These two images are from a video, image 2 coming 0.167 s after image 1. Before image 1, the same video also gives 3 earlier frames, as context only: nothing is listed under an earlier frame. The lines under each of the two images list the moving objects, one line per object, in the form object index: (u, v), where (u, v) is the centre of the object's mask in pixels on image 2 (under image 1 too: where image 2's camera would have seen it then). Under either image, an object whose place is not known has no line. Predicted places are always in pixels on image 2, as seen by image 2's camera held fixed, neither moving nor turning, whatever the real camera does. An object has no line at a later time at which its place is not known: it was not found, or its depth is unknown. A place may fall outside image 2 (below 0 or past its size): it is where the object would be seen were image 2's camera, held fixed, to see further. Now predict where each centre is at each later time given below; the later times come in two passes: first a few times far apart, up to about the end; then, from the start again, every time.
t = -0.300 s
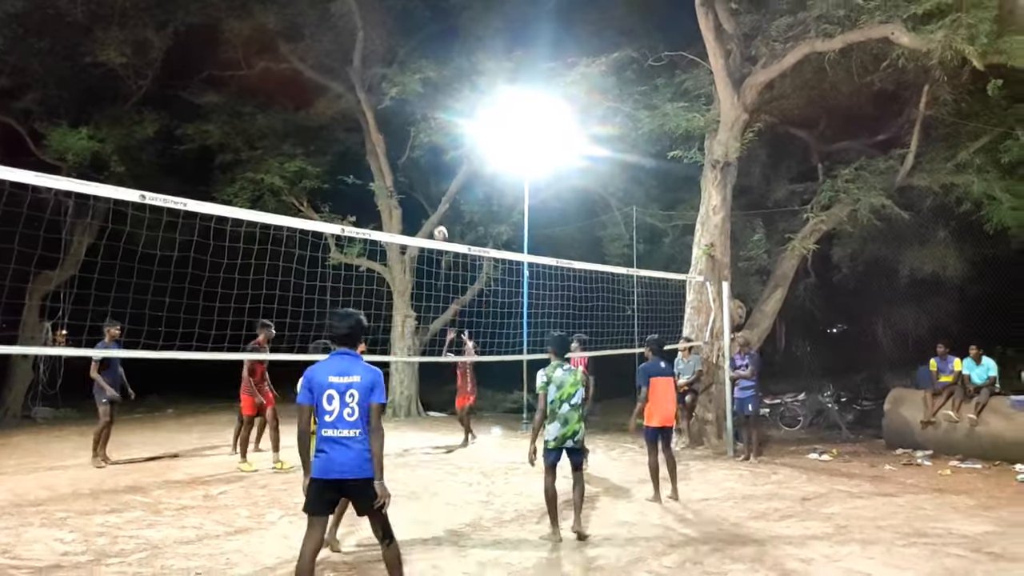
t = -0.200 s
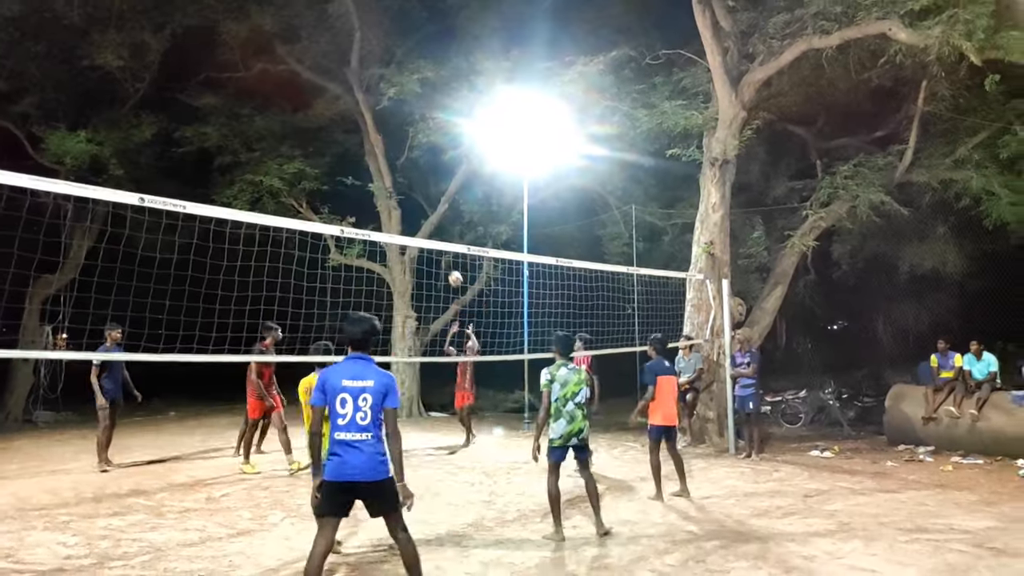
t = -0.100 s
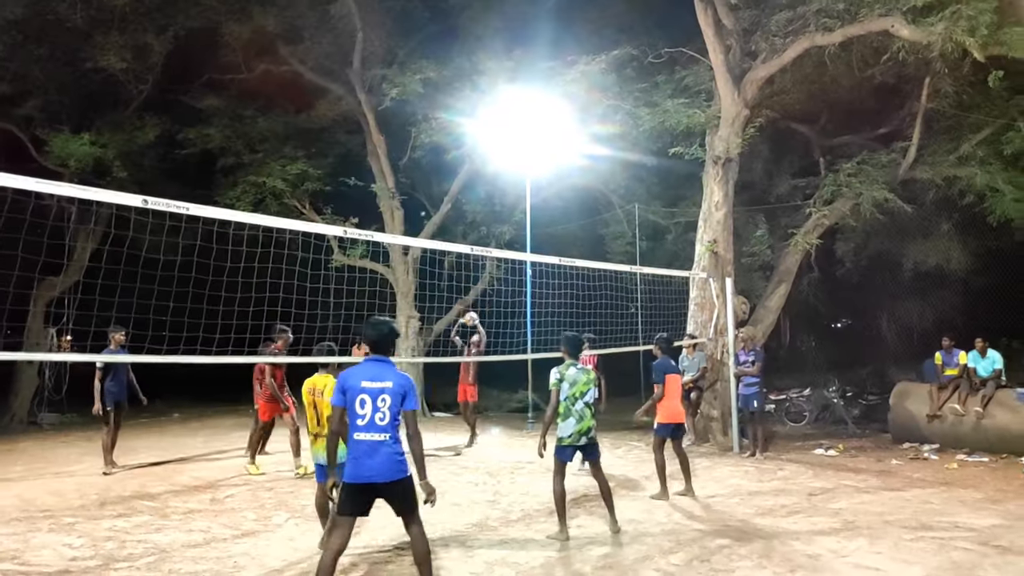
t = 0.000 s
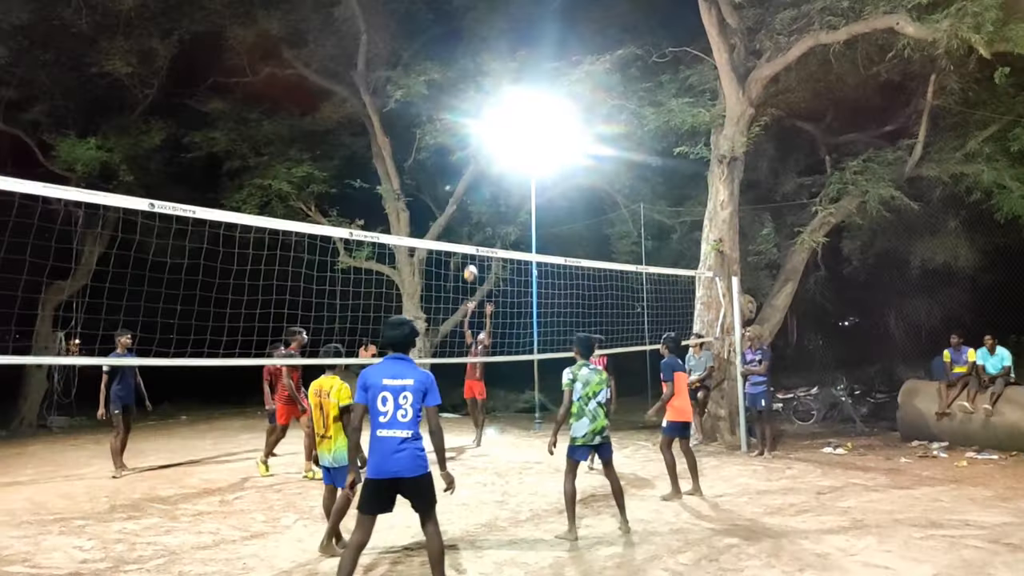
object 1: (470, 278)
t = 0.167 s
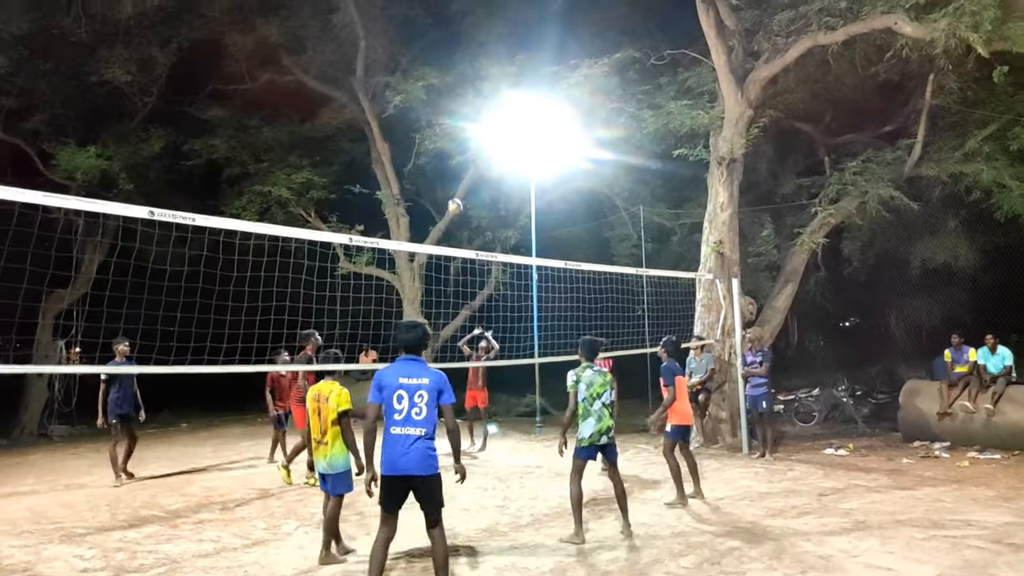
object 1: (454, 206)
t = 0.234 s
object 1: (448, 182)
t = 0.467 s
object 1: (423, 114)
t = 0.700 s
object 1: (395, 79)
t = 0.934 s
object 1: (365, 82)
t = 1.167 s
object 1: (331, 134)
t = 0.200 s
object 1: (451, 193)
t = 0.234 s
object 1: (448, 182)
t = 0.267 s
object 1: (444, 170)
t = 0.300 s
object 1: (441, 159)
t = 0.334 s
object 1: (437, 149)
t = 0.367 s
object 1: (433, 140)
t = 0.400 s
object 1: (430, 130)
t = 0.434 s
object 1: (426, 122)
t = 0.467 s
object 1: (423, 114)
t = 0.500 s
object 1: (419, 108)
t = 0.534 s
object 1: (415, 101)
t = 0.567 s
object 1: (411, 95)
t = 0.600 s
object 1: (407, 90)
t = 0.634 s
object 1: (403, 86)
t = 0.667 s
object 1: (399, 82)
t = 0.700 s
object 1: (395, 79)
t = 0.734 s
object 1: (391, 77)
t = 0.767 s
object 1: (387, 76)
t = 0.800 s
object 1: (382, 75)
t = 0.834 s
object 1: (378, 75)
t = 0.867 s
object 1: (374, 77)
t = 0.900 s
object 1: (369, 79)
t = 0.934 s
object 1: (365, 82)
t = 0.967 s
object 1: (360, 86)
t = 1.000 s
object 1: (355, 91)
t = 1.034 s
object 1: (351, 98)
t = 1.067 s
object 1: (346, 105)
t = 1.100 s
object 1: (341, 113)
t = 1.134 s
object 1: (336, 123)
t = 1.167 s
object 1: (331, 134)
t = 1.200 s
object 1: (327, 146)
